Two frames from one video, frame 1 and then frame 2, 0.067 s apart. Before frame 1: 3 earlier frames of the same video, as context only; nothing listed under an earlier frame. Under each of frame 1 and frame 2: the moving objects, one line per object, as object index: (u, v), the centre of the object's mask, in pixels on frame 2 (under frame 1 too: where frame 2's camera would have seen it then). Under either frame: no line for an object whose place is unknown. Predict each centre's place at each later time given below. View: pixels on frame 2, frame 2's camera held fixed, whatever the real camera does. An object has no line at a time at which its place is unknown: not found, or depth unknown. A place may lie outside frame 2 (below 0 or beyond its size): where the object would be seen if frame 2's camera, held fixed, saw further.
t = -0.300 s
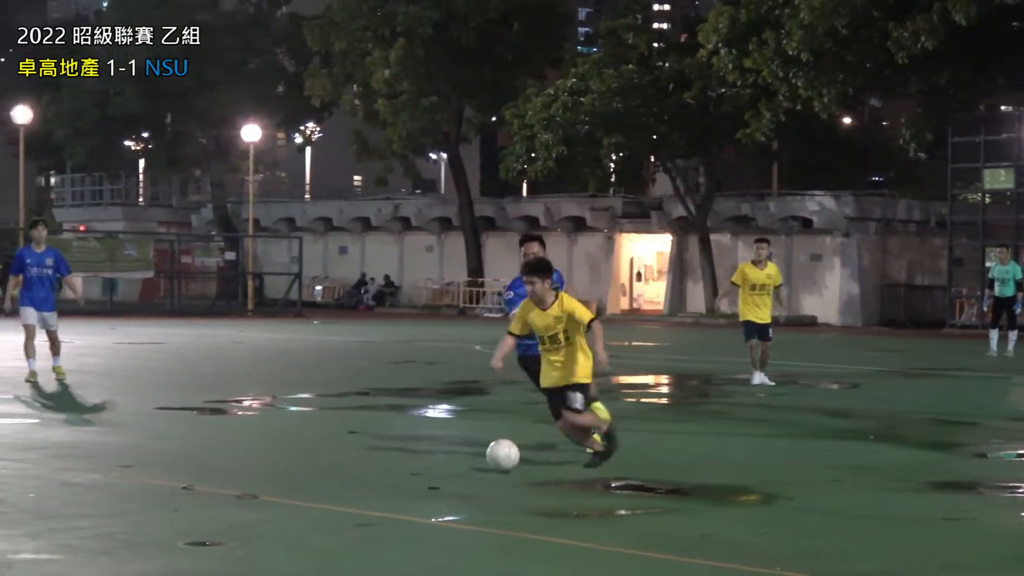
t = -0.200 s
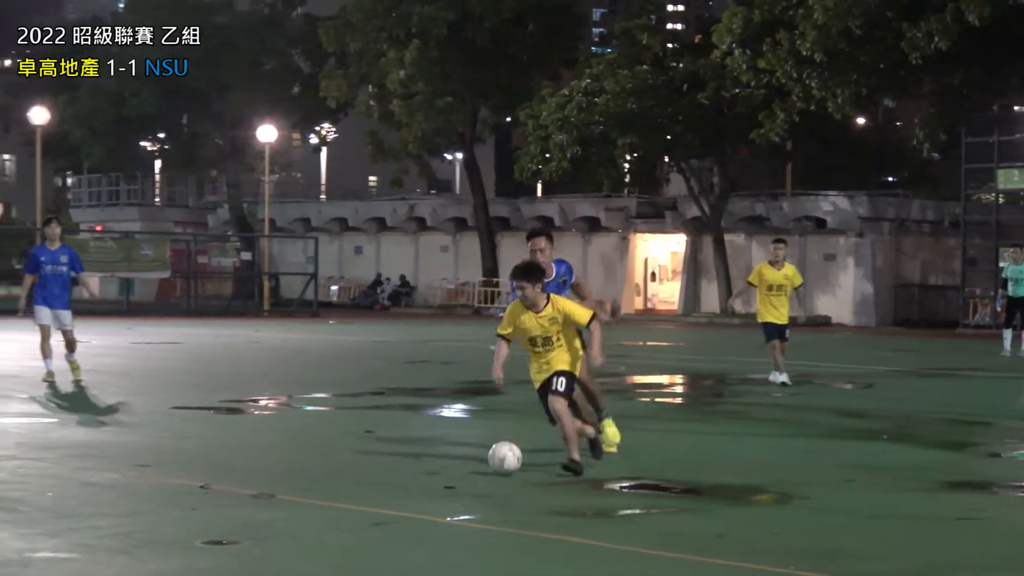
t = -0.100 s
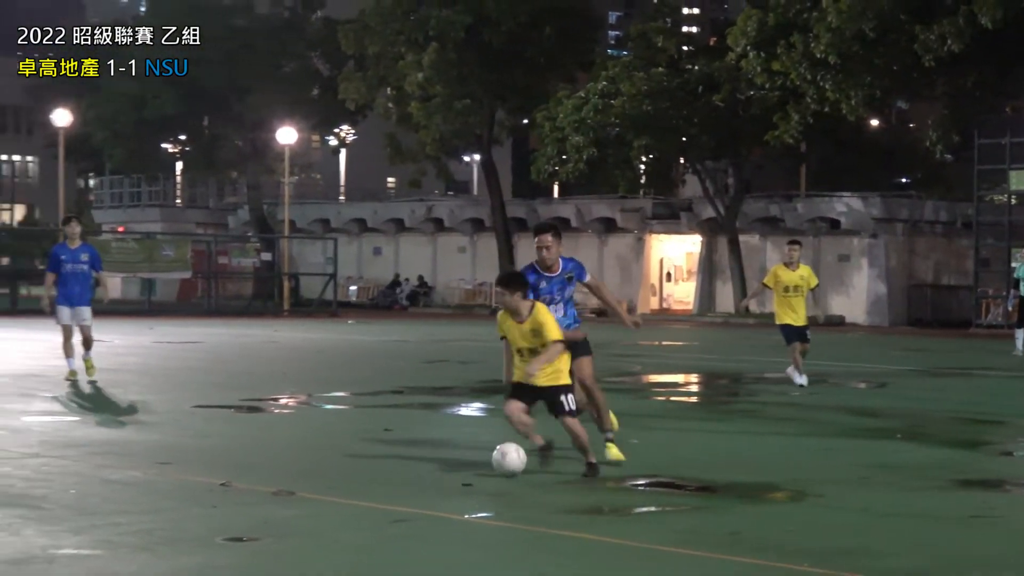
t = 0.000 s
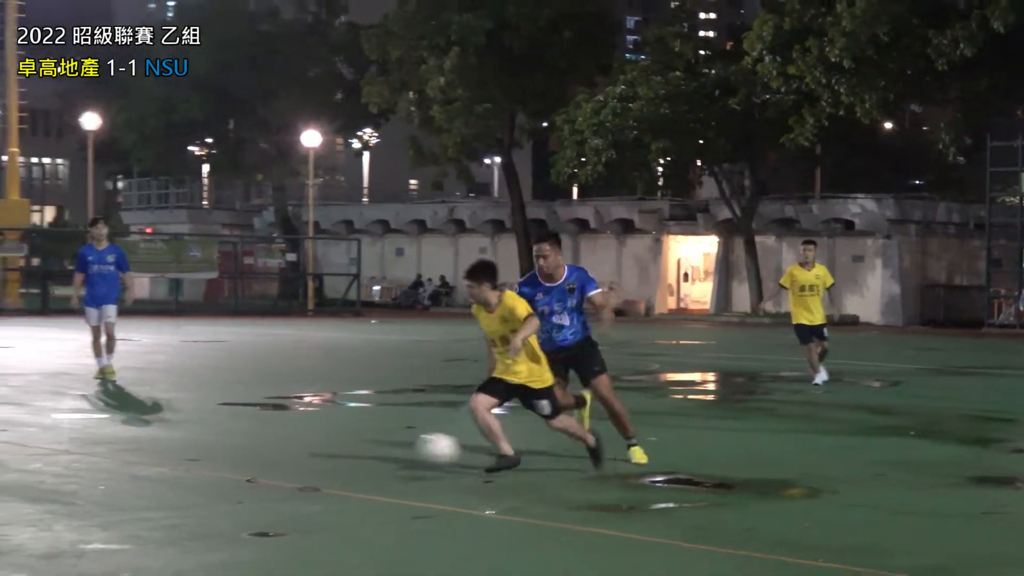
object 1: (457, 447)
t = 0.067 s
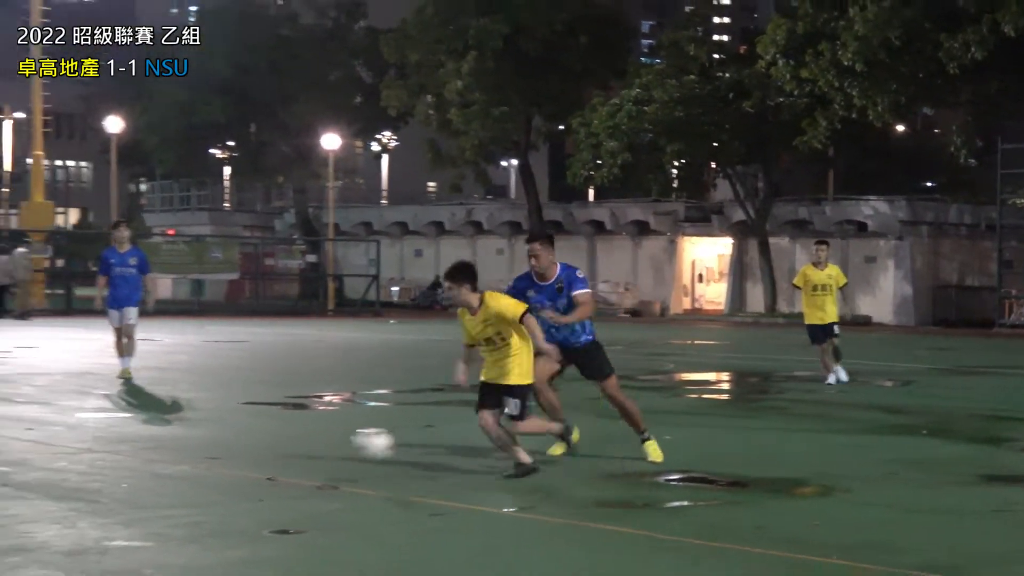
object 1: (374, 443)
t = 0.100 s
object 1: (330, 444)
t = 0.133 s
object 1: (287, 449)
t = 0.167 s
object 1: (239, 456)
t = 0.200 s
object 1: (192, 464)
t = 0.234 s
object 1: (142, 475)
